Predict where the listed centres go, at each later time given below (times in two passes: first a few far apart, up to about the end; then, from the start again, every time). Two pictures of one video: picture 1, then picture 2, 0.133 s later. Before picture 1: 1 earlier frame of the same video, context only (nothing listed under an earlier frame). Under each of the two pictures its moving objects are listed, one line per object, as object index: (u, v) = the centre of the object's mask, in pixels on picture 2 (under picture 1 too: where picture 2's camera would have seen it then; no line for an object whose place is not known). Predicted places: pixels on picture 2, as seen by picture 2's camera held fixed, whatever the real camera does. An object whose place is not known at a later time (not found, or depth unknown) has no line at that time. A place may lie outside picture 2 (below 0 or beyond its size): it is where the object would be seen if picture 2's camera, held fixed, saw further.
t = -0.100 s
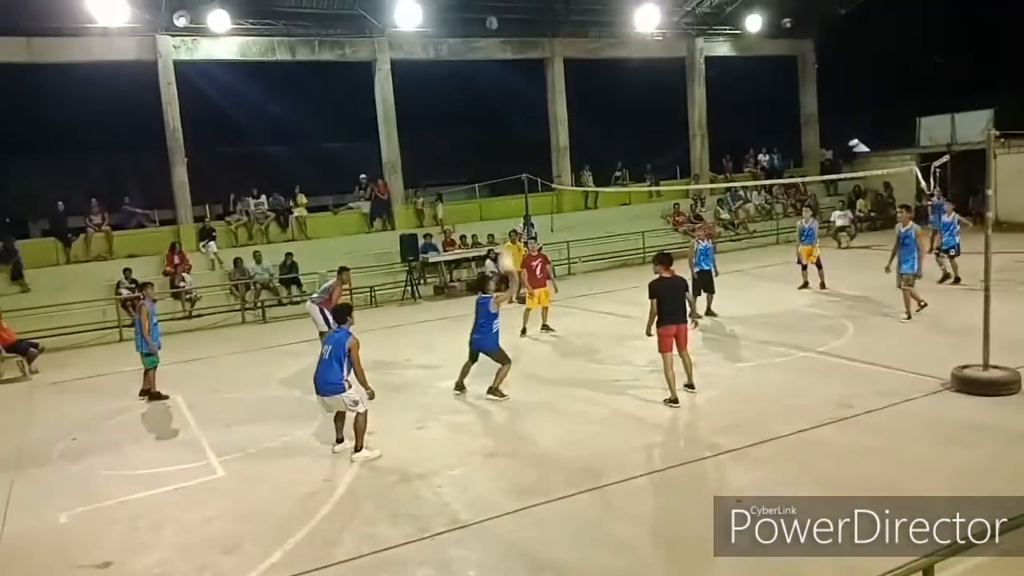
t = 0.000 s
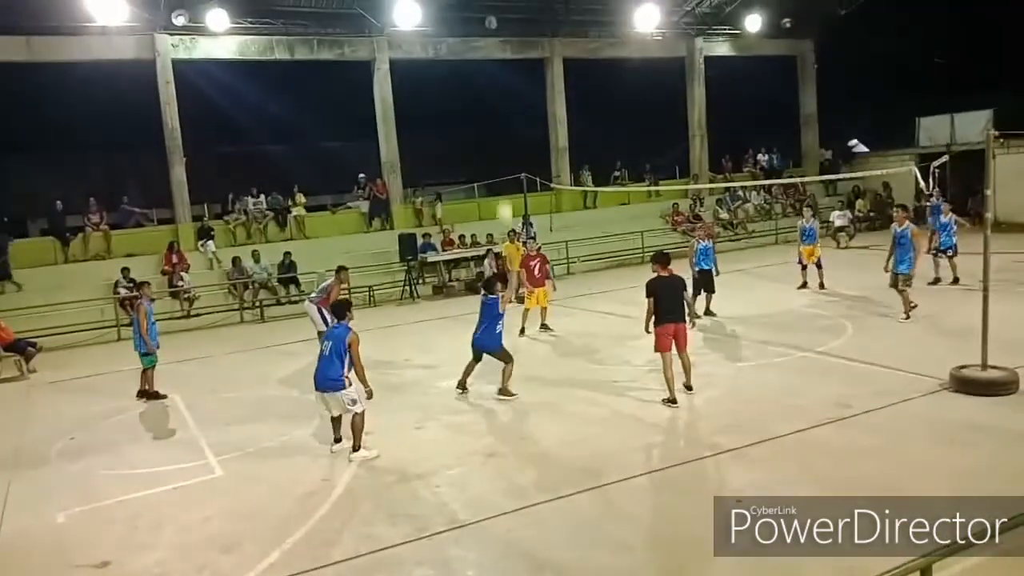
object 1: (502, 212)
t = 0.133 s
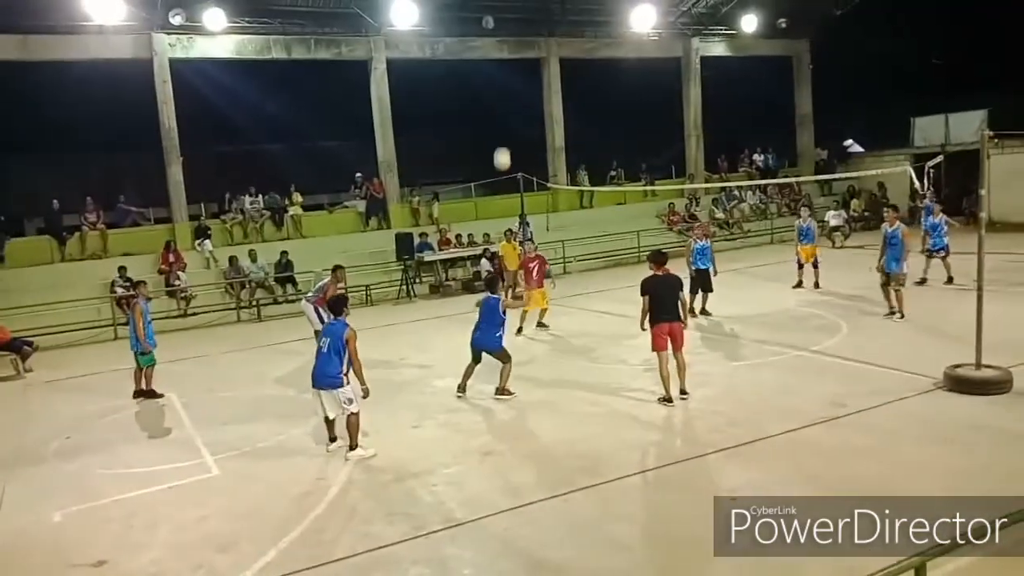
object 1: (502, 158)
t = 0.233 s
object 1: (504, 127)
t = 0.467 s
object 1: (509, 89)
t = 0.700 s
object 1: (517, 94)
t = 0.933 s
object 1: (528, 138)
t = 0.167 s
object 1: (503, 147)
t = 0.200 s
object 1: (503, 137)
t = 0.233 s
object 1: (504, 127)
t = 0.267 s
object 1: (504, 119)
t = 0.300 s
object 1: (505, 112)
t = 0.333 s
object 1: (506, 106)
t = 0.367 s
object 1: (506, 100)
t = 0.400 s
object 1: (507, 96)
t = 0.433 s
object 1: (508, 92)
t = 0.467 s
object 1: (509, 89)
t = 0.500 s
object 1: (511, 87)
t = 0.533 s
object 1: (511, 86)
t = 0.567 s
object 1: (512, 86)
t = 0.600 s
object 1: (514, 87)
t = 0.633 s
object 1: (515, 88)
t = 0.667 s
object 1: (516, 91)
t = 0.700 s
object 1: (517, 94)
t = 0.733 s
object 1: (519, 98)
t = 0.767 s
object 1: (521, 103)
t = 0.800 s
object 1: (522, 108)
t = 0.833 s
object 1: (524, 115)
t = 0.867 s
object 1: (525, 122)
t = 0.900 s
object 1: (527, 129)
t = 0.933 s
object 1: (528, 138)
